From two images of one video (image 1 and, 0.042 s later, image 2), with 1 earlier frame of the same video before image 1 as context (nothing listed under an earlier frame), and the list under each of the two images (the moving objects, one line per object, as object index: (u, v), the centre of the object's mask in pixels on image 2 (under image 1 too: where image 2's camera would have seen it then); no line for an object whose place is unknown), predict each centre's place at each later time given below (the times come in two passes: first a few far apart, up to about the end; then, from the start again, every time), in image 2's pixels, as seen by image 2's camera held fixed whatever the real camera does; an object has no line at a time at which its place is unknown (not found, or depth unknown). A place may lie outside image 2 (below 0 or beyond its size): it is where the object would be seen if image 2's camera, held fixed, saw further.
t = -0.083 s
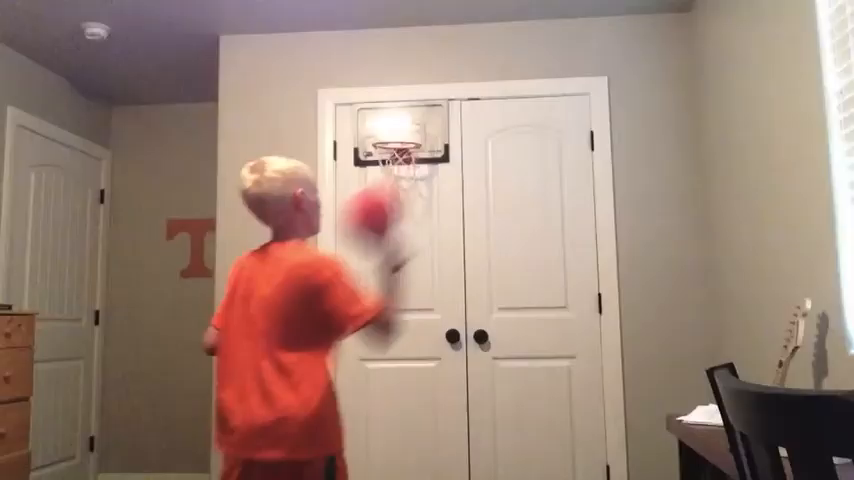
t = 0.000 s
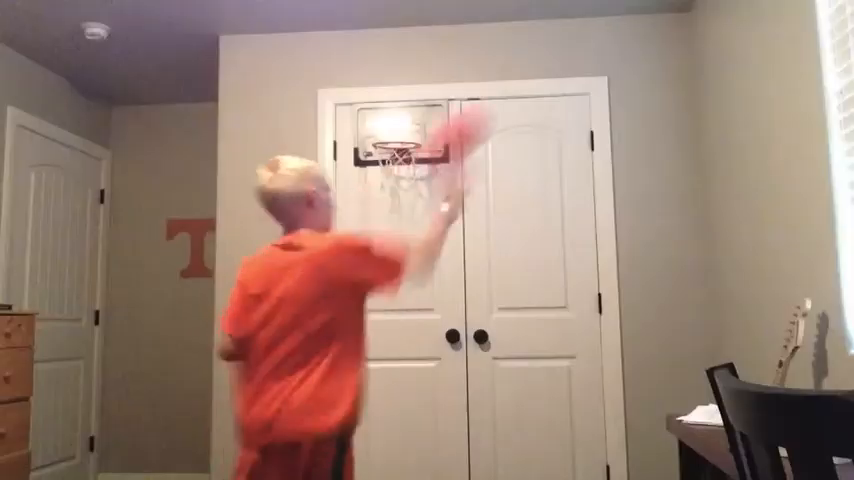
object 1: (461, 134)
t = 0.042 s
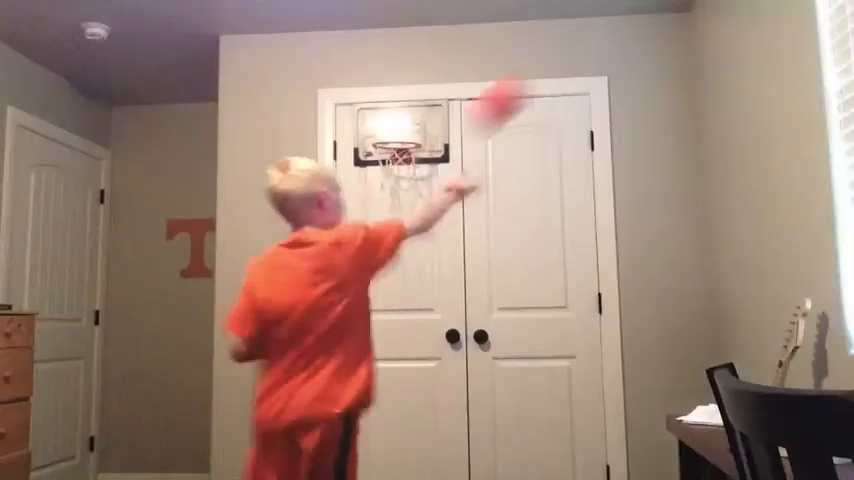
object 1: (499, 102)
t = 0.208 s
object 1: (616, 46)
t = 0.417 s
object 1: (690, 16)
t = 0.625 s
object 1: (656, 64)
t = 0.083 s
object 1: (536, 77)
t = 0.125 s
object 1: (566, 62)
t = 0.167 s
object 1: (592, 52)
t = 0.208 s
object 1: (616, 46)
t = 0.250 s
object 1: (636, 45)
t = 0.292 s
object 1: (660, 40)
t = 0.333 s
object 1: (684, 28)
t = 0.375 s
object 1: (698, 19)
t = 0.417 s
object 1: (690, 16)
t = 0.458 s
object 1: (685, 16)
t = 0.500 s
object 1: (678, 19)
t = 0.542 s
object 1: (670, 27)
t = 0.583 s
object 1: (662, 42)
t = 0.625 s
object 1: (656, 64)
